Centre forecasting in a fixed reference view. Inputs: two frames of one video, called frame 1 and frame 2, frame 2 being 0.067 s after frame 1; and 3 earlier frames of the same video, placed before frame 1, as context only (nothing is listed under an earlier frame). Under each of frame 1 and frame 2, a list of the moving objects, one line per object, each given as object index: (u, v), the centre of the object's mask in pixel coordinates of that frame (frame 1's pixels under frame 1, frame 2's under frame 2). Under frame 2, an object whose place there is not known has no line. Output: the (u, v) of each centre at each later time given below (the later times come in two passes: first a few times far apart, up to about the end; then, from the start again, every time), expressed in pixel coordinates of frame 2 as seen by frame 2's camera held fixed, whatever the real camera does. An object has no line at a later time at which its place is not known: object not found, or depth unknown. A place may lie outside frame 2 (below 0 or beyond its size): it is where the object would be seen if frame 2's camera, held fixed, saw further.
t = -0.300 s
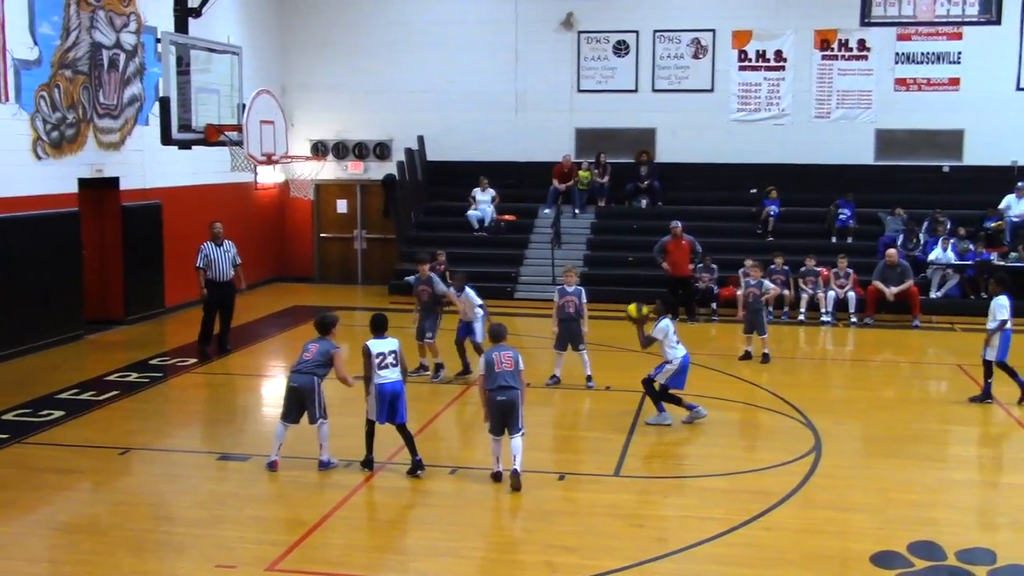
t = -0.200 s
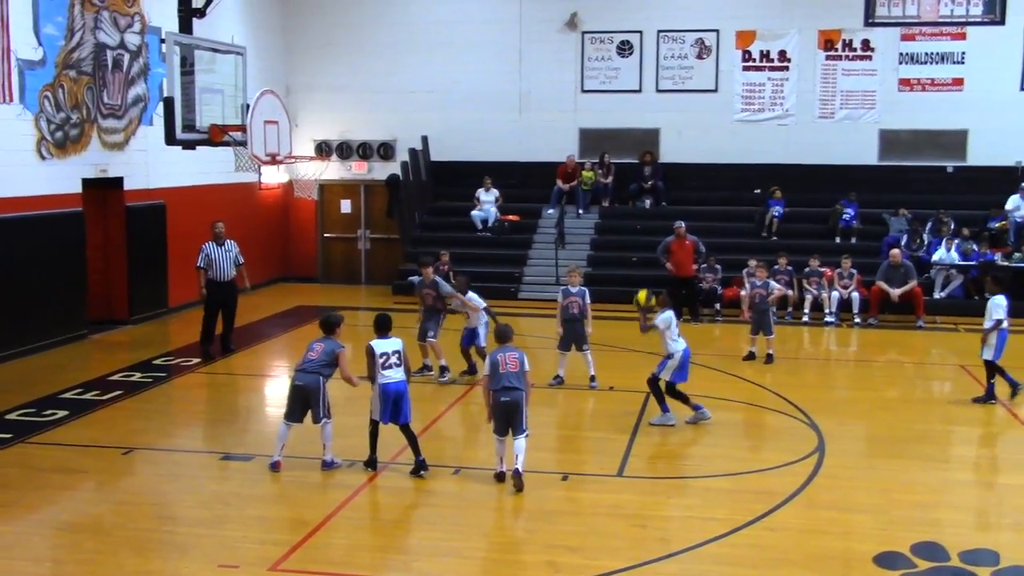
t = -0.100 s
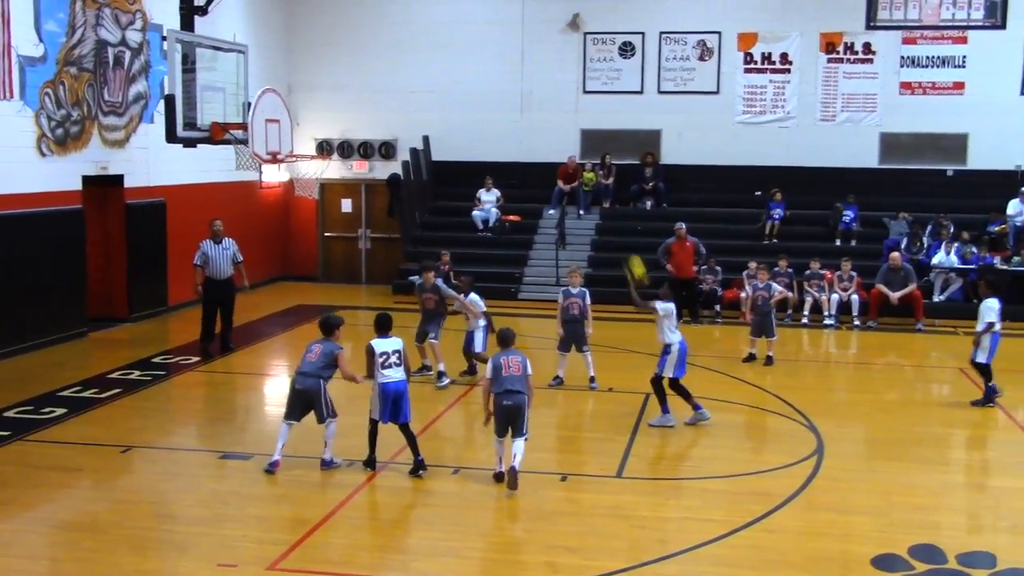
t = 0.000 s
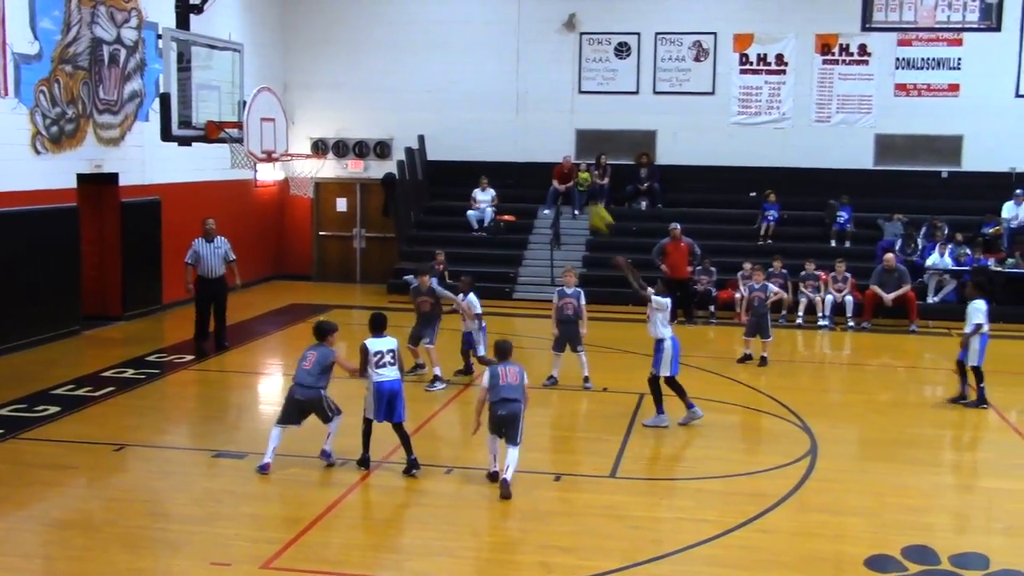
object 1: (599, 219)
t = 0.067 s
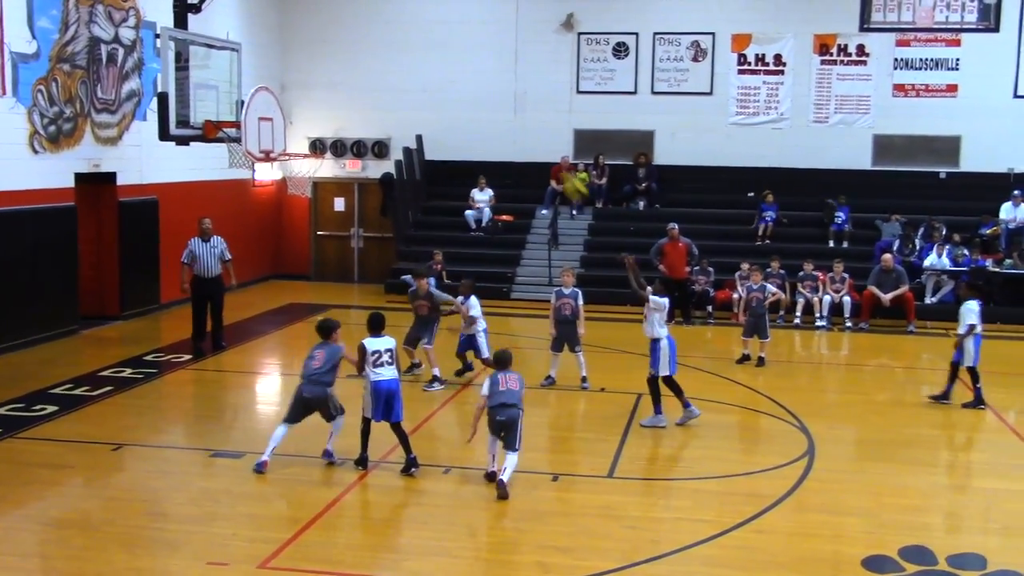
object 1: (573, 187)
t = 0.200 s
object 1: (524, 136)
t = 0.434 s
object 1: (442, 89)
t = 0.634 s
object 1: (373, 90)
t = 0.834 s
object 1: (307, 127)
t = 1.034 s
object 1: (285, 117)
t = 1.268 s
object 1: (277, 114)
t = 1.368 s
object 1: (273, 128)
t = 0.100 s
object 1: (562, 173)
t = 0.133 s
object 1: (549, 159)
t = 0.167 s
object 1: (536, 147)
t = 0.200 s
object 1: (524, 136)
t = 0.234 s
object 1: (512, 127)
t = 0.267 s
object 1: (500, 117)
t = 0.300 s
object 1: (489, 110)
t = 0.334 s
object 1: (477, 103)
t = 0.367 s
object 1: (465, 97)
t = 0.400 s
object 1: (453, 92)
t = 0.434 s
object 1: (442, 89)
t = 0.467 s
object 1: (429, 86)
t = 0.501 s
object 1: (417, 85)
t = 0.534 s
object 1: (405, 83)
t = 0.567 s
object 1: (394, 85)
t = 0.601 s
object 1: (383, 87)
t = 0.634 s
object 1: (373, 90)
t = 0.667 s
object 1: (362, 95)
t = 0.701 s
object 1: (351, 99)
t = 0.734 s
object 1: (339, 105)
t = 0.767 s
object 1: (329, 111)
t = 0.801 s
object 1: (318, 118)
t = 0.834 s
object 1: (307, 127)
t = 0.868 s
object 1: (297, 136)
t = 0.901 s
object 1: (290, 139)
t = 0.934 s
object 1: (288, 133)
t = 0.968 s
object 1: (287, 127)
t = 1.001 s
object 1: (286, 121)
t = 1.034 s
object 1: (285, 117)
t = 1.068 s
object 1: (283, 113)
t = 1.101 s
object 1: (282, 111)
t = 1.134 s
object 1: (282, 110)
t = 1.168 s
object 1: (281, 110)
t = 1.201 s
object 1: (279, 110)
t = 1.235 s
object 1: (278, 112)
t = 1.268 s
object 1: (277, 114)
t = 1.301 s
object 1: (276, 117)
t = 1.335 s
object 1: (275, 122)
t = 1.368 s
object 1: (273, 128)
